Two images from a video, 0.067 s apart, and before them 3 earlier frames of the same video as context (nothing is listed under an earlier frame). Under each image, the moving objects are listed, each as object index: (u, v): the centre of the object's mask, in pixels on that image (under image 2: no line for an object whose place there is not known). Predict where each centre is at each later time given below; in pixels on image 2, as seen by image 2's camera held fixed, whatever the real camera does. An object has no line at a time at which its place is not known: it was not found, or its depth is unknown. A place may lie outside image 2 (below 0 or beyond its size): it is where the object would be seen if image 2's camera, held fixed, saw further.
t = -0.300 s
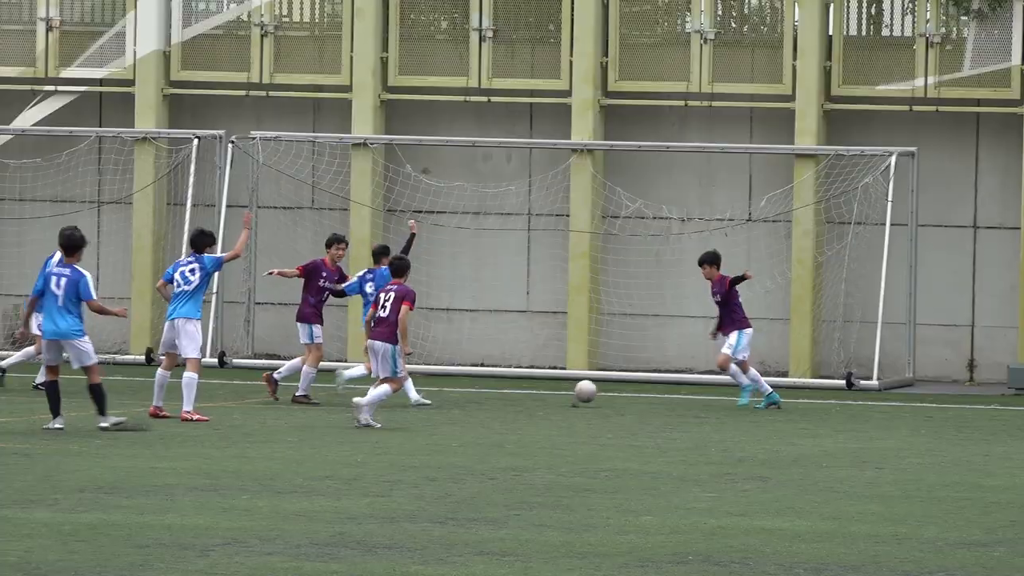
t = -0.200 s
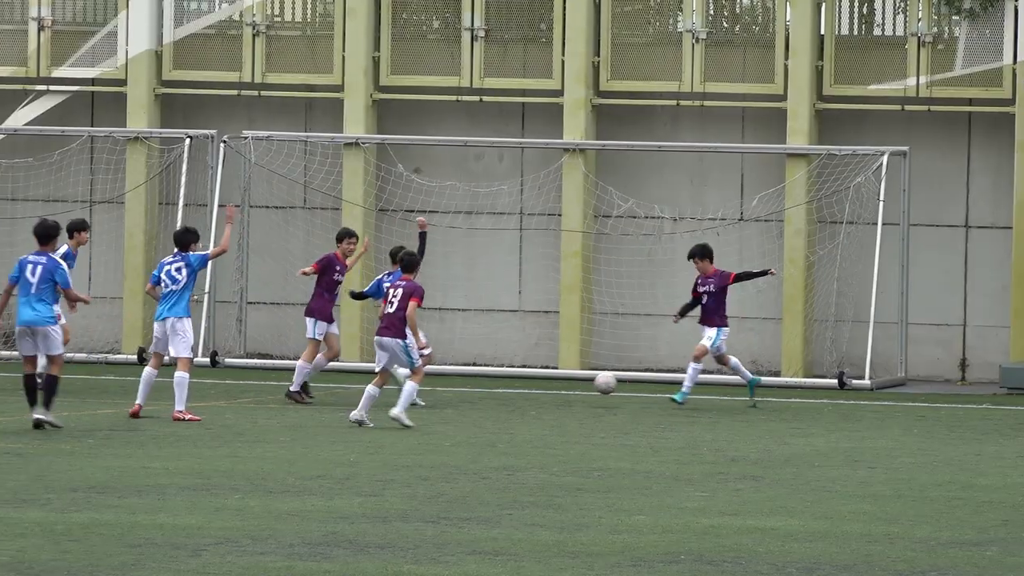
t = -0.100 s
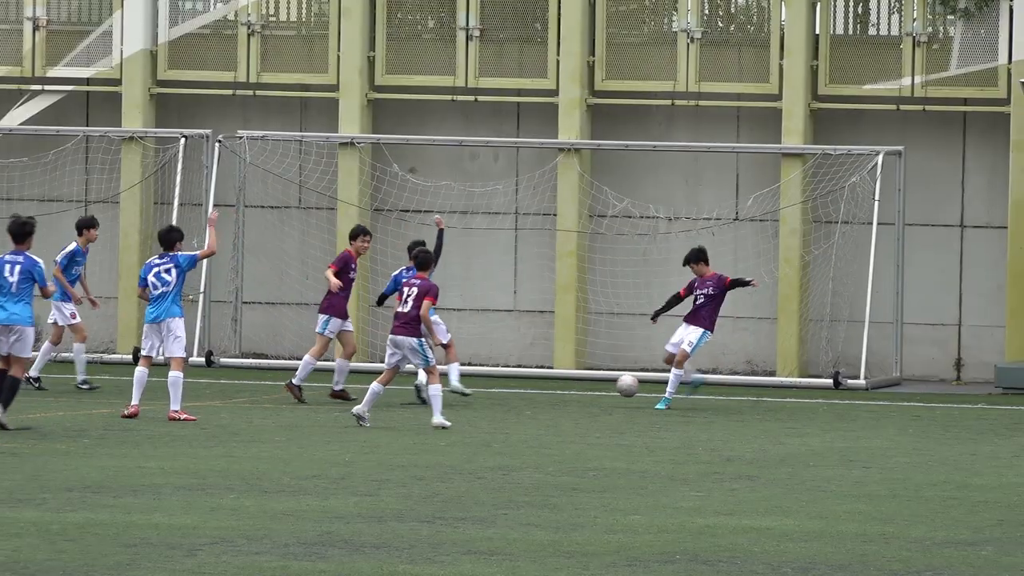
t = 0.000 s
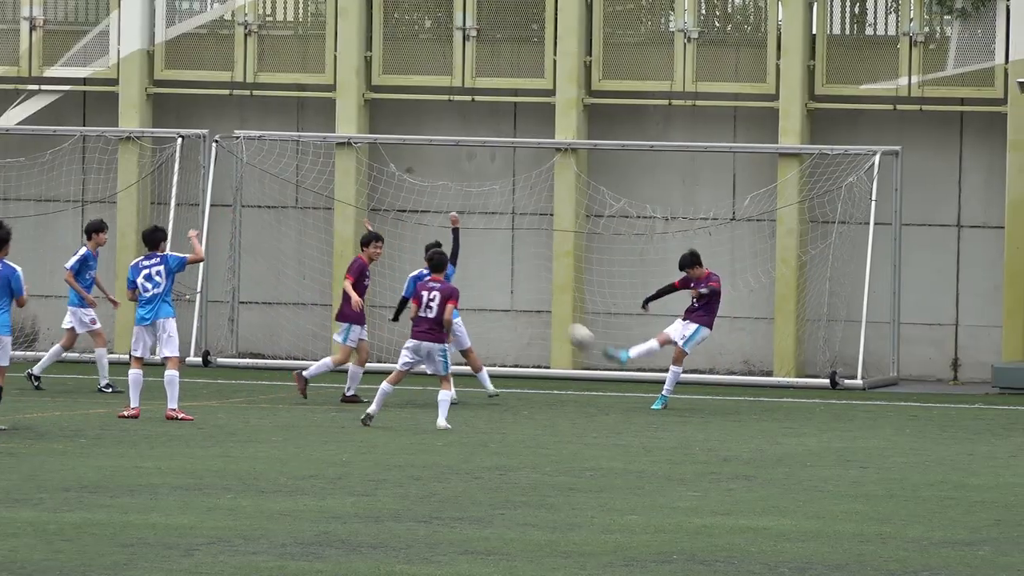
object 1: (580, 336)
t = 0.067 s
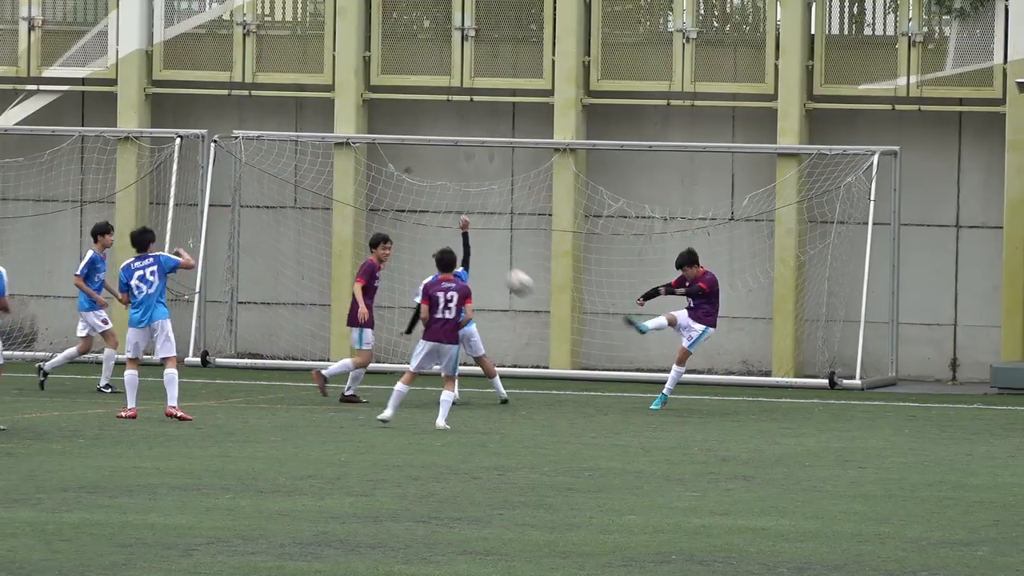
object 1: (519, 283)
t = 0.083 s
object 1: (504, 270)
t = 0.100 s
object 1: (489, 257)
